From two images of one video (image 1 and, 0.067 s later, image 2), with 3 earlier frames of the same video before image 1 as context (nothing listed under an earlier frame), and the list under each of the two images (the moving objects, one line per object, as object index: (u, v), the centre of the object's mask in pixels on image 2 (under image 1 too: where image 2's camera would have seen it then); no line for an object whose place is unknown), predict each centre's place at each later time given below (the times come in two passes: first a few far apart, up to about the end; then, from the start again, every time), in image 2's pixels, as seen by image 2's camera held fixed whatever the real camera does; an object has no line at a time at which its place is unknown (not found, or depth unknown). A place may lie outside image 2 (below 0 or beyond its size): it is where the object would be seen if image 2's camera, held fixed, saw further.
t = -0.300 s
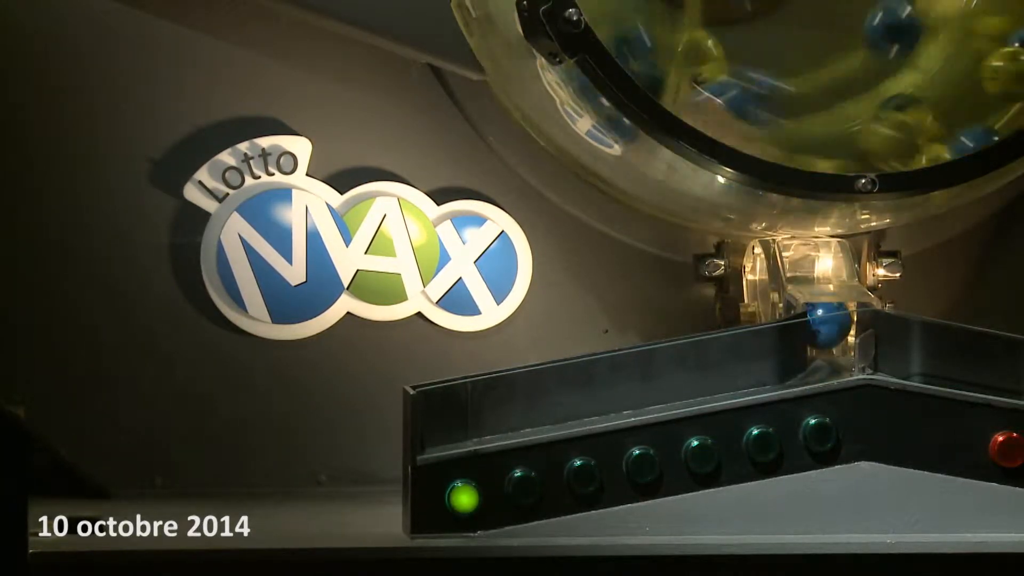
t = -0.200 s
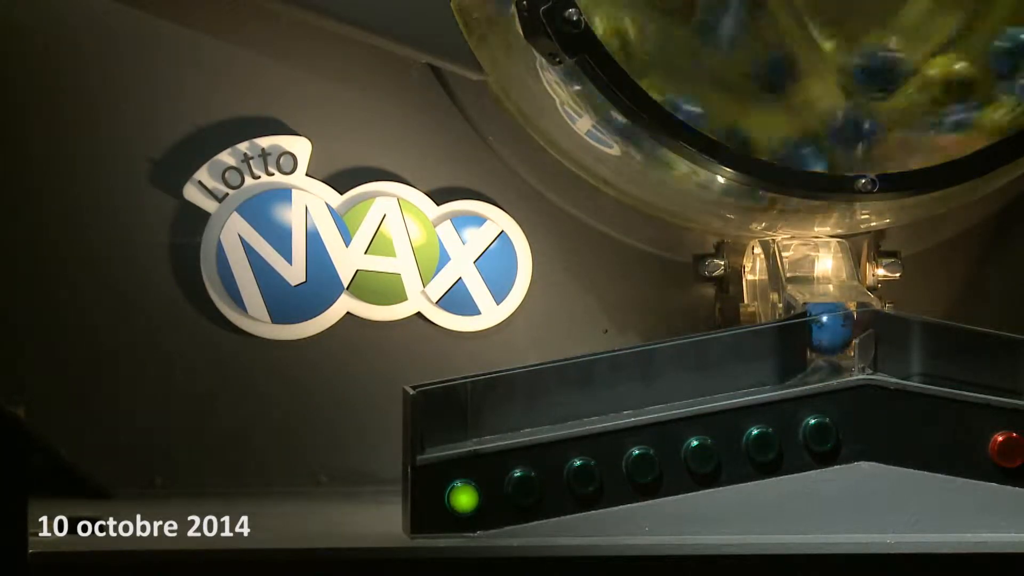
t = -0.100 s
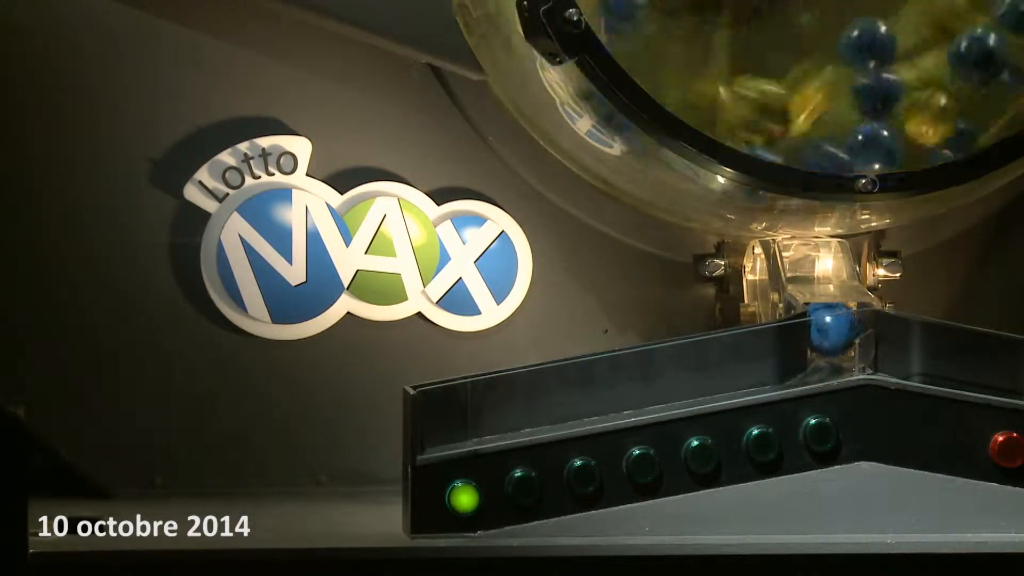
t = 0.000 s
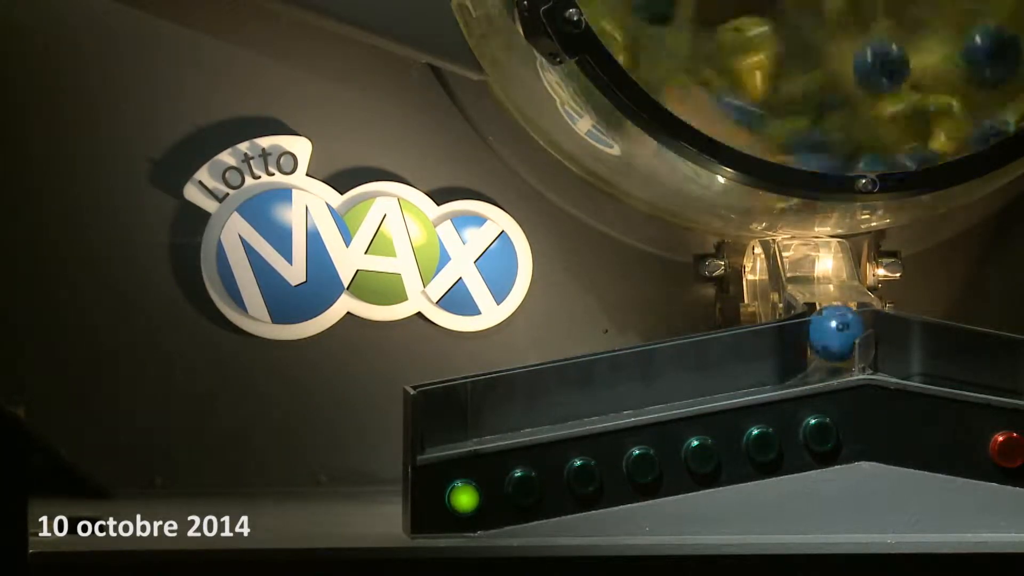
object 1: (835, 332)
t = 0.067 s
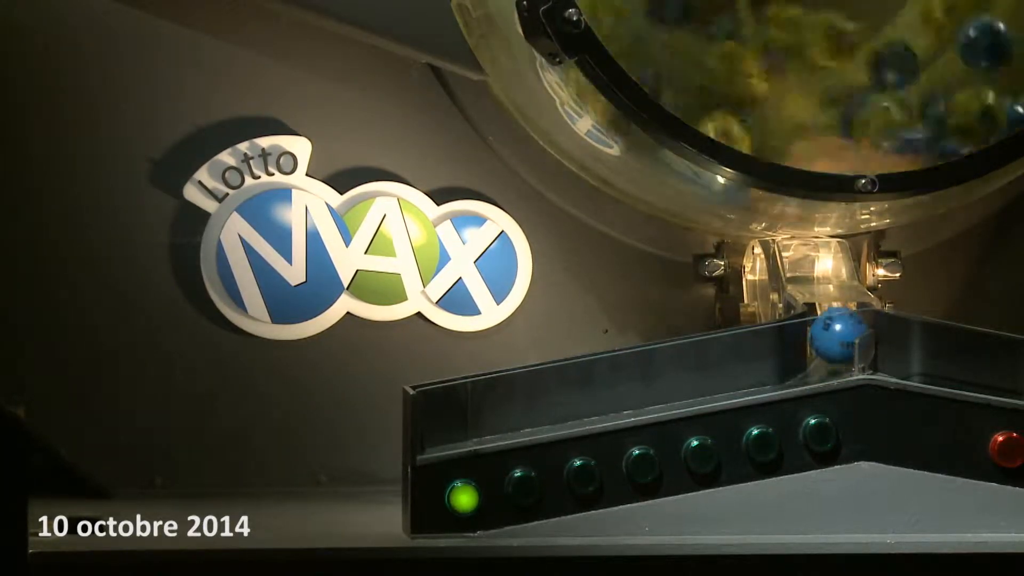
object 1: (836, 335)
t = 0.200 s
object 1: (826, 346)
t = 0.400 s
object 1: (769, 361)
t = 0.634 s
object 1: (647, 382)
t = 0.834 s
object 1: (481, 411)
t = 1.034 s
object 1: (539, 403)
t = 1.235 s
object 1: (594, 392)
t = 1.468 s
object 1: (581, 395)
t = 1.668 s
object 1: (506, 408)
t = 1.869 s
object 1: (481, 413)
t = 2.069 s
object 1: (499, 410)
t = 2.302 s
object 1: (448, 419)
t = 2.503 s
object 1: (467, 416)
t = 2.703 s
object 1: (453, 419)
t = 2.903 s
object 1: (449, 420)
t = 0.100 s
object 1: (835, 339)
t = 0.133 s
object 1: (834, 339)
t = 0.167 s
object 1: (830, 343)
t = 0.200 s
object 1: (826, 346)
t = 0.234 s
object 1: (820, 348)
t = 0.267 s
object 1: (812, 351)
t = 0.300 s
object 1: (802, 354)
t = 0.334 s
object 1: (789, 356)
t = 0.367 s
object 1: (780, 359)
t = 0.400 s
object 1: (769, 361)
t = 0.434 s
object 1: (755, 363)
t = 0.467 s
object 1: (742, 366)
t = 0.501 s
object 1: (726, 368)
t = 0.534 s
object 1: (708, 372)
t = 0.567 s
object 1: (689, 375)
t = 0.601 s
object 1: (669, 378)
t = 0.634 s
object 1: (647, 382)
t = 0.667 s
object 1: (625, 386)
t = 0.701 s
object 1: (600, 390)
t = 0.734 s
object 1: (572, 395)
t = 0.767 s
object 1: (544, 400)
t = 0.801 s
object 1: (514, 405)
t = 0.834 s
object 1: (481, 411)
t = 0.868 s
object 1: (450, 416)
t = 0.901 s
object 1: (466, 414)
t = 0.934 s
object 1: (488, 411)
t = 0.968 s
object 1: (507, 407)
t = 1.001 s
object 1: (524, 405)
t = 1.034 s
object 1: (539, 403)
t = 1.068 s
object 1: (552, 400)
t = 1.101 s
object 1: (564, 398)
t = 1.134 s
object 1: (575, 396)
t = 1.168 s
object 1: (582, 394)
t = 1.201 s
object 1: (589, 393)
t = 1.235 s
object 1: (594, 392)
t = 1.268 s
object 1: (597, 392)
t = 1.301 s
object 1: (598, 391)
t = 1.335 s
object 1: (598, 391)
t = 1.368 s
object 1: (596, 392)
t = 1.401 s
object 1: (592, 392)
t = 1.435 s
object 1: (587, 393)
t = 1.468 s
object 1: (581, 395)
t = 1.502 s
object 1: (572, 396)
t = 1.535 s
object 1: (562, 398)
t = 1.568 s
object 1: (551, 400)
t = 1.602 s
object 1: (538, 402)
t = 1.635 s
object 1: (522, 404)
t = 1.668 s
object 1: (506, 408)
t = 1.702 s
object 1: (487, 411)
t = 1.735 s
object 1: (468, 415)
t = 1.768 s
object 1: (450, 417)
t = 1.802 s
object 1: (460, 416)
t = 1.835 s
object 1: (472, 414)
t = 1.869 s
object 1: (481, 413)
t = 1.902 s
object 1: (488, 412)
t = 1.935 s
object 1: (494, 411)
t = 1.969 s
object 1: (497, 411)
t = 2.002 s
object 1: (499, 410)
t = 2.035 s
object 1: (500, 410)
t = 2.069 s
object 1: (499, 410)
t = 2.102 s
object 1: (496, 411)
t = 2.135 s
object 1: (492, 412)
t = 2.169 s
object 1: (486, 412)
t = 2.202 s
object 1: (478, 414)
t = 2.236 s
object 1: (469, 415)
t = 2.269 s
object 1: (459, 418)
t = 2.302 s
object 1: (448, 419)
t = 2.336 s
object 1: (454, 418)
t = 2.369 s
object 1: (460, 416)
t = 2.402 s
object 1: (464, 417)
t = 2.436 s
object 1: (466, 416)
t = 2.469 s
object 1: (468, 415)
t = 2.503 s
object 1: (467, 416)
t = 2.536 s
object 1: (465, 415)
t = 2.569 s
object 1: (460, 417)
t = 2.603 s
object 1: (455, 418)
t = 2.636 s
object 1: (449, 419)
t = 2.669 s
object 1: (451, 419)
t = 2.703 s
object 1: (453, 419)
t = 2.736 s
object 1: (455, 419)
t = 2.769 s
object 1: (455, 419)
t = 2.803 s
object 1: (454, 419)
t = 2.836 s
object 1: (450, 419)
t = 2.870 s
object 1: (449, 420)
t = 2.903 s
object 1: (449, 420)
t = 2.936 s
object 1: (449, 420)
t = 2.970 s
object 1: (449, 418)
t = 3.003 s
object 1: (449, 418)
